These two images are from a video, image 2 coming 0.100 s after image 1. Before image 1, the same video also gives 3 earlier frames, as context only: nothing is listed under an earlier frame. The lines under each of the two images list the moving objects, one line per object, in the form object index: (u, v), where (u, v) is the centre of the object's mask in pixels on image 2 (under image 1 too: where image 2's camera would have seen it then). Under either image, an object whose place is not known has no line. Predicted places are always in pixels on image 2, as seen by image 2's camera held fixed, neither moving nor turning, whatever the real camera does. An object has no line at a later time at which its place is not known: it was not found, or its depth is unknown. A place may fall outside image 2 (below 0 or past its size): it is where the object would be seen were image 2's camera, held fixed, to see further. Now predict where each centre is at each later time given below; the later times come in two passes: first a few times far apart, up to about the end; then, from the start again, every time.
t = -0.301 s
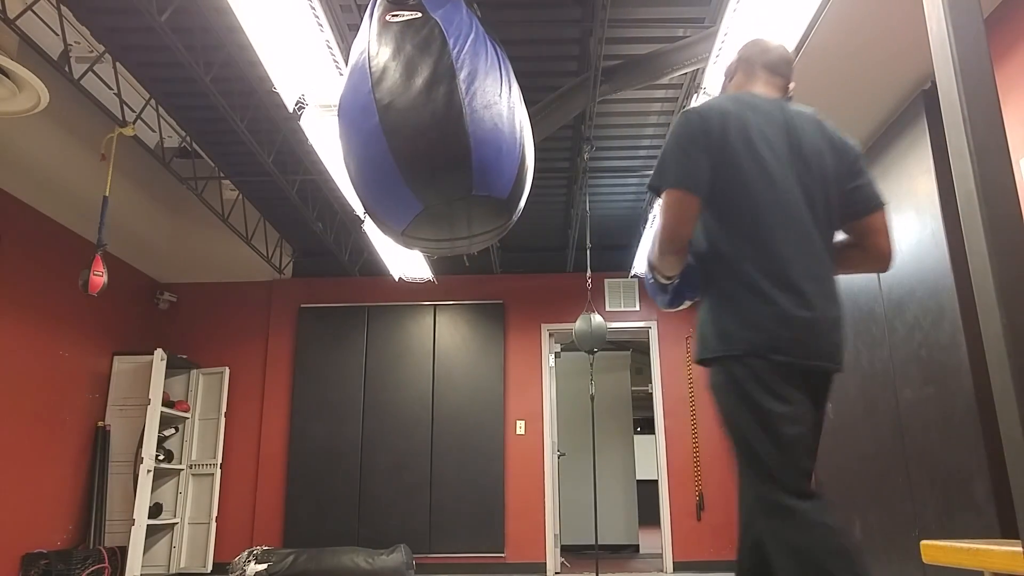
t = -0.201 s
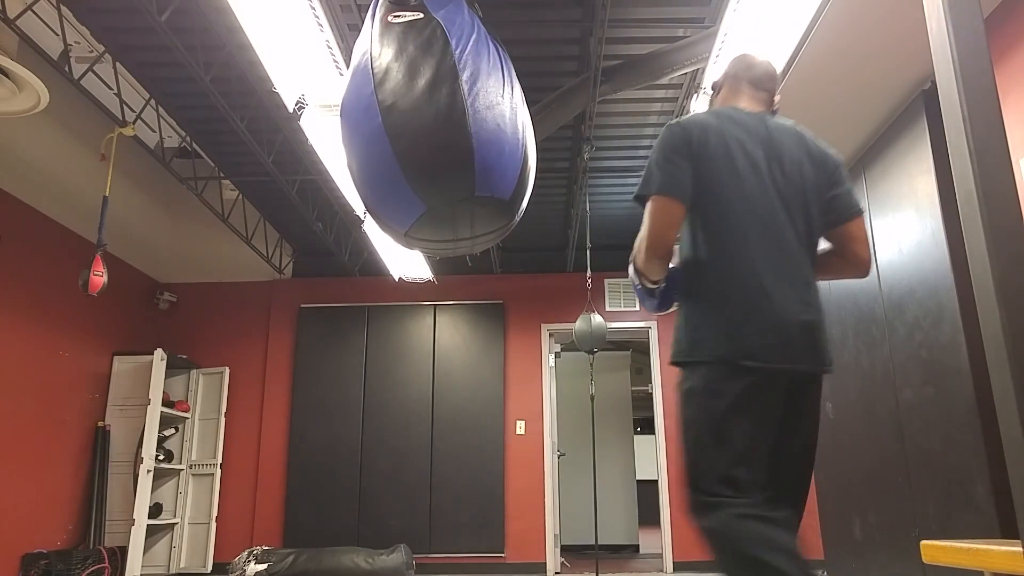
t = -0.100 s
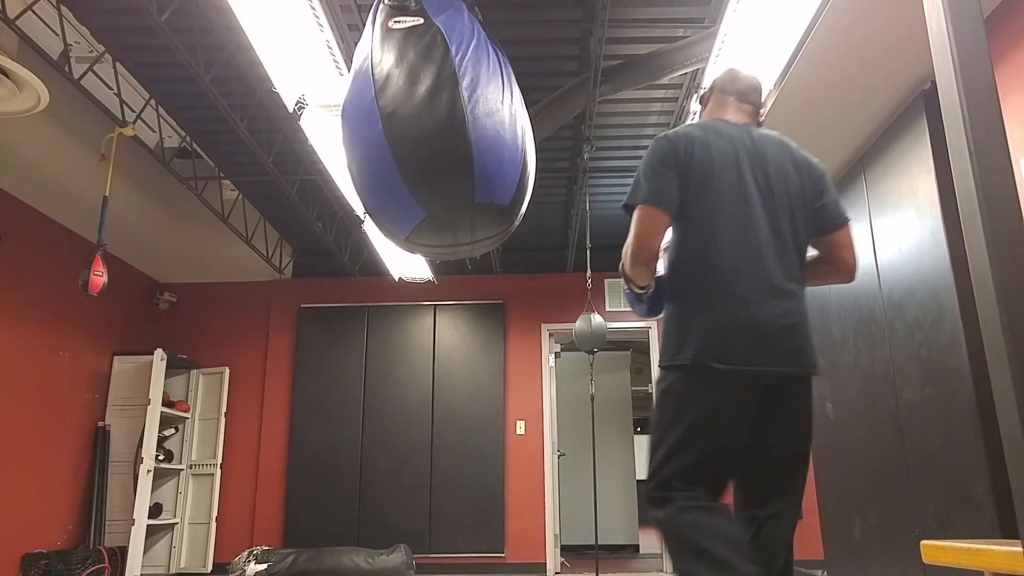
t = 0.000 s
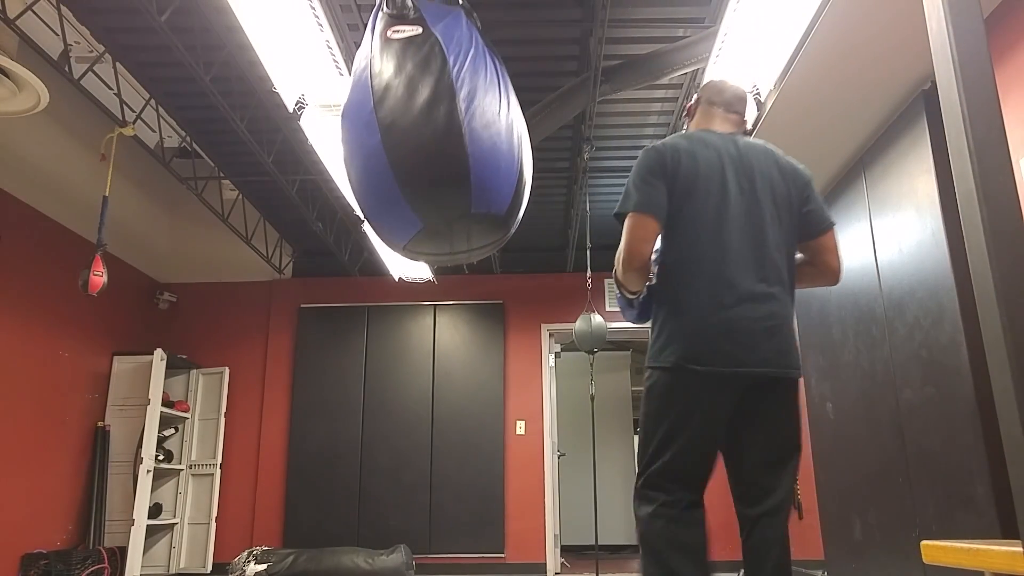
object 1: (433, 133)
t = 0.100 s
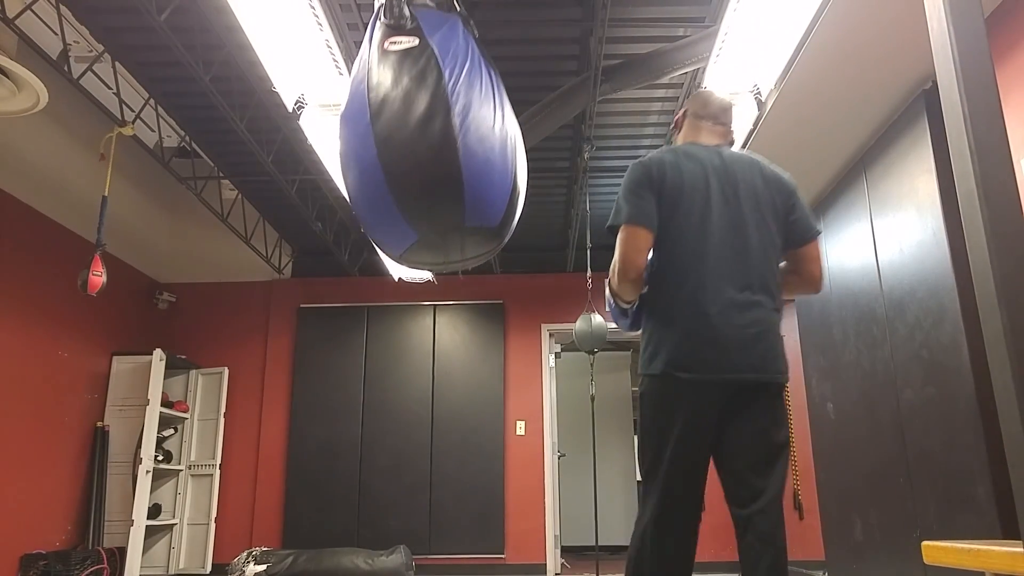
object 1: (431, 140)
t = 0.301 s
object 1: (417, 150)
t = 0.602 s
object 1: (402, 161)
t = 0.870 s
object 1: (395, 162)
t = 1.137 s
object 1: (397, 156)
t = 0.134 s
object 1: (429, 142)
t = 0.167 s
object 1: (426, 144)
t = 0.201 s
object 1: (424, 145)
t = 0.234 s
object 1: (421, 146)
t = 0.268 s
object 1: (419, 148)
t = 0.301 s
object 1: (417, 150)
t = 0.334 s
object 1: (416, 152)
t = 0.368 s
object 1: (414, 154)
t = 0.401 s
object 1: (412, 155)
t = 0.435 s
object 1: (410, 157)
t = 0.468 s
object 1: (408, 158)
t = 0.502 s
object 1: (407, 159)
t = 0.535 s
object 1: (405, 160)
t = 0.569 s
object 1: (403, 160)
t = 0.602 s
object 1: (402, 161)
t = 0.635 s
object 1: (401, 161)
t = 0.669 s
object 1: (400, 162)
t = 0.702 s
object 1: (399, 162)
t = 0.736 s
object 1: (398, 163)
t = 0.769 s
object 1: (398, 164)
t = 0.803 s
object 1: (398, 163)
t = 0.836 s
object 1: (396, 163)
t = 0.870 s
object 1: (395, 162)
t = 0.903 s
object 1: (394, 161)
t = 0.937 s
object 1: (393, 161)
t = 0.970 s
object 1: (393, 160)
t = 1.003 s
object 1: (394, 160)
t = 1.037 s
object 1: (395, 159)
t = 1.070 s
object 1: (395, 158)
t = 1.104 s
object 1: (396, 157)
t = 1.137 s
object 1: (397, 156)
